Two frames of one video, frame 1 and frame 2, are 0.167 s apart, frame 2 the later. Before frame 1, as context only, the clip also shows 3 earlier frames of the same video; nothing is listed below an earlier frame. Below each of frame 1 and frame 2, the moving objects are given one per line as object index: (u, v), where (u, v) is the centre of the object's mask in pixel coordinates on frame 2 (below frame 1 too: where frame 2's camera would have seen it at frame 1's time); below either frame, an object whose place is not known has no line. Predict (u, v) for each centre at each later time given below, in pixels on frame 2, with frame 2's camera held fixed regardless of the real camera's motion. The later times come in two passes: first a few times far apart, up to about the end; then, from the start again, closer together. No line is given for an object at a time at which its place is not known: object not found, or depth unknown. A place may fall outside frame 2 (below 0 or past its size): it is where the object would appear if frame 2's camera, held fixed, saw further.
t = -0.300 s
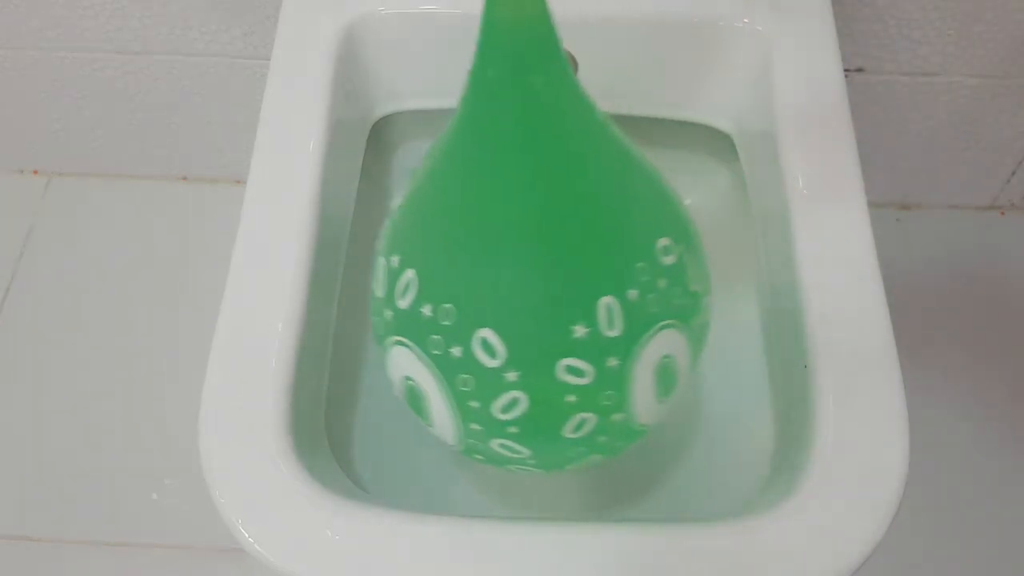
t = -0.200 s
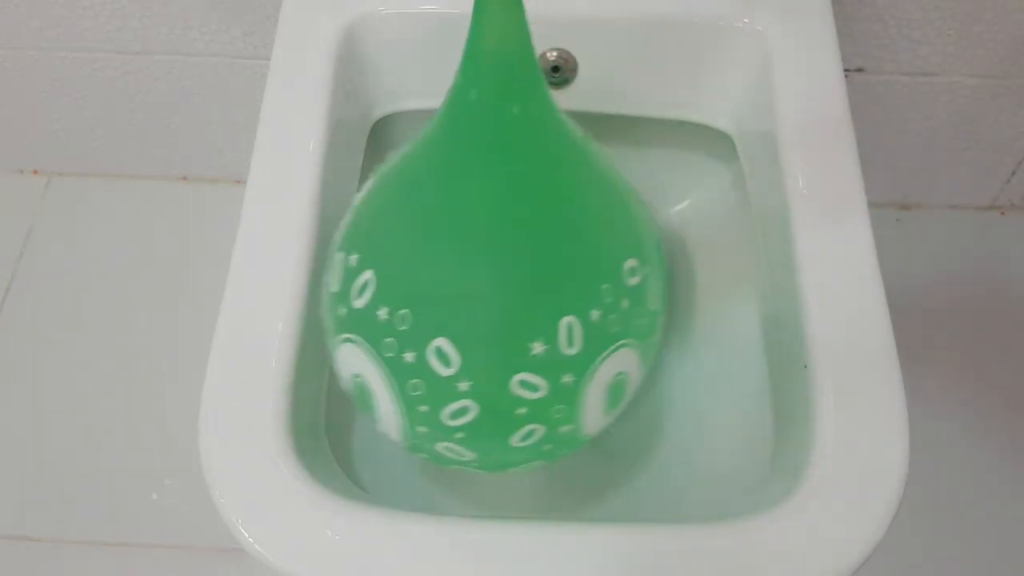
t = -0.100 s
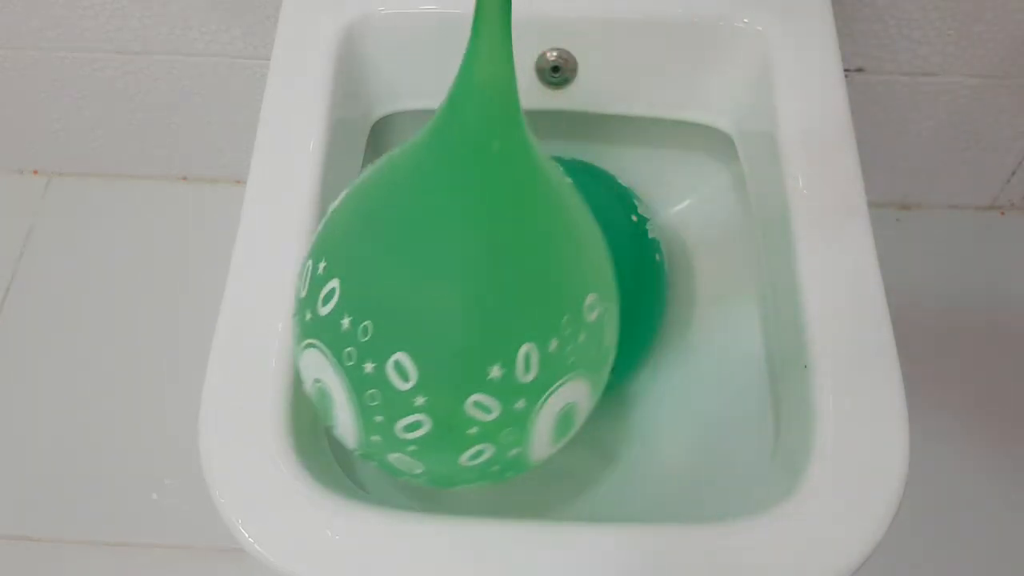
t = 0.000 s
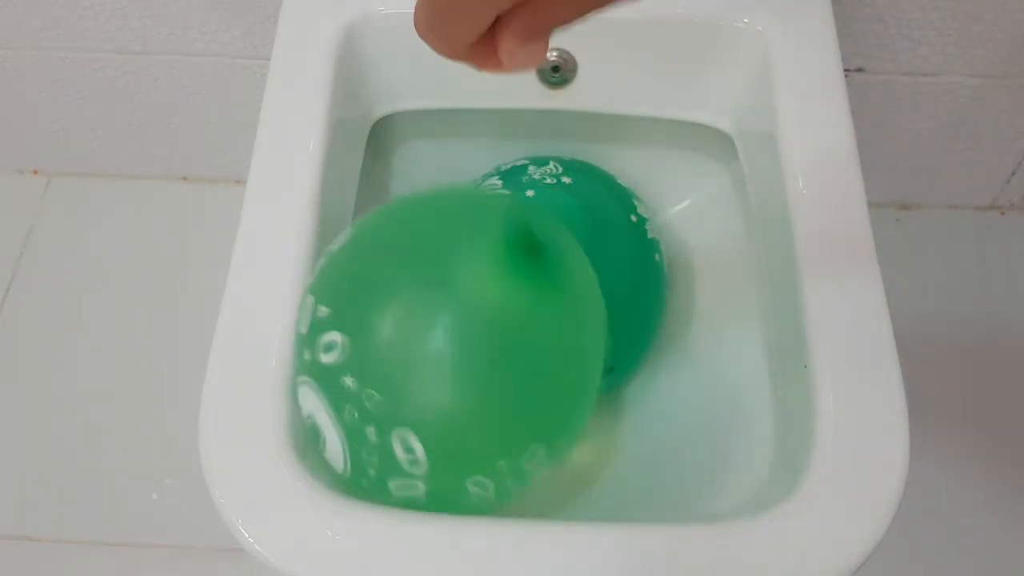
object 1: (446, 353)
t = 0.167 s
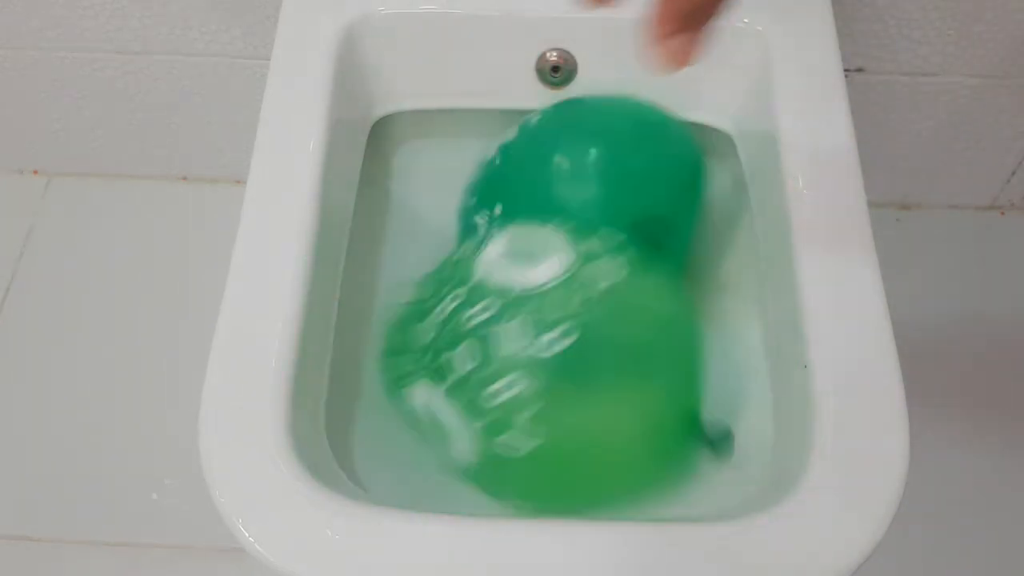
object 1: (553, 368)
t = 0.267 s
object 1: (610, 346)
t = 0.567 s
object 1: (525, 401)
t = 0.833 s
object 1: (468, 345)
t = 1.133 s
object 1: (557, 406)
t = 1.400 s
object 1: (606, 373)
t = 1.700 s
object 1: (512, 397)
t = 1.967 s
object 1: (514, 372)
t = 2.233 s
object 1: (560, 397)
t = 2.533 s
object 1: (547, 382)
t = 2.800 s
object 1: (524, 393)
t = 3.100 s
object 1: (549, 390)
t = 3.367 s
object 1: (541, 390)
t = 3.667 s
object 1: (540, 392)
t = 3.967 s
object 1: (540, 388)
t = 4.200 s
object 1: (540, 391)
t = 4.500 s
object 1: (540, 391)
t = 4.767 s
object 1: (540, 389)
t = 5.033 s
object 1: (540, 390)
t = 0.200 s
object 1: (567, 343)
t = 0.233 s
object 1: (593, 340)
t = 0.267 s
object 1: (610, 346)
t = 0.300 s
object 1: (615, 364)
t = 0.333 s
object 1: (632, 386)
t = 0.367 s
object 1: (629, 398)
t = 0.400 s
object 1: (618, 400)
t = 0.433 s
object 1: (607, 396)
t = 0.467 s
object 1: (581, 390)
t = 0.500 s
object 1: (558, 390)
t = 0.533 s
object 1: (549, 392)
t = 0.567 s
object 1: (525, 401)
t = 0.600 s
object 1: (508, 405)
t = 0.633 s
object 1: (500, 399)
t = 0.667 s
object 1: (492, 382)
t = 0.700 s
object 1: (492, 357)
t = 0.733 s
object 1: (491, 340)
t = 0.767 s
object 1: (487, 334)
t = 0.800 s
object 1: (476, 337)
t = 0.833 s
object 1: (468, 345)
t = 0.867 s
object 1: (460, 352)
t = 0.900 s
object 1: (462, 359)
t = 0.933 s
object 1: (472, 363)
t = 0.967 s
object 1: (485, 365)
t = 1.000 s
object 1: (499, 375)
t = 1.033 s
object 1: (514, 389)
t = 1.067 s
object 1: (524, 399)
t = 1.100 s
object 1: (542, 404)
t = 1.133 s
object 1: (557, 406)
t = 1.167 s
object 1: (571, 400)
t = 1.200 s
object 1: (581, 392)
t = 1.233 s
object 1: (589, 387)
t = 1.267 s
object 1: (599, 384)
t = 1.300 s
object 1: (603, 381)
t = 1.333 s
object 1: (608, 378)
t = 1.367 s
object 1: (609, 375)
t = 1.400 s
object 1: (606, 373)
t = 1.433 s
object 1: (600, 369)
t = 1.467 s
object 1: (592, 369)
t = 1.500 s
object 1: (583, 375)
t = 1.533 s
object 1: (573, 384)
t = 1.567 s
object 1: (562, 393)
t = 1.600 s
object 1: (550, 398)
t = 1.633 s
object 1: (536, 401)
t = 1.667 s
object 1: (523, 400)
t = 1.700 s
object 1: (512, 397)
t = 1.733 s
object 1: (505, 393)
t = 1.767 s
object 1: (498, 391)
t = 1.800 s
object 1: (496, 388)
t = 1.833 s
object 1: (493, 385)
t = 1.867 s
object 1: (493, 381)
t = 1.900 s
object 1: (497, 378)
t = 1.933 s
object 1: (505, 373)
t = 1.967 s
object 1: (514, 372)
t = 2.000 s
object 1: (522, 374)
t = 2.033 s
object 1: (527, 380)
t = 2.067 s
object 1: (532, 386)
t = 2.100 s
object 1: (537, 392)
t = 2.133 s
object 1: (545, 396)
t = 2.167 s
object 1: (552, 398)
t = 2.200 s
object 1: (556, 399)
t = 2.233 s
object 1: (560, 397)
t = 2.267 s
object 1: (562, 396)
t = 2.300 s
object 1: (564, 394)
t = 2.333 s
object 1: (565, 393)
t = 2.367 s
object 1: (565, 391)
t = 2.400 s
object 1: (564, 387)
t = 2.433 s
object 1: (559, 383)
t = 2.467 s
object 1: (555, 380)
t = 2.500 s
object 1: (551, 379)
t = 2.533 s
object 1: (547, 382)
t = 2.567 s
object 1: (541, 386)
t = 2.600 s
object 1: (534, 390)
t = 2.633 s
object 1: (529, 393)
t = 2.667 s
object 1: (526, 395)
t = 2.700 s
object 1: (524, 395)
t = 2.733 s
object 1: (523, 394)
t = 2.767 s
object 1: (523, 394)
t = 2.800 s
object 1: (524, 393)
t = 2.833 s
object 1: (526, 392)
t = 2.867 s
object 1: (529, 390)
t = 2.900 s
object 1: (533, 388)
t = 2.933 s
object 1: (538, 385)
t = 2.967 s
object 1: (541, 384)
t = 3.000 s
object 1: (544, 383)
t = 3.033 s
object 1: (546, 385)
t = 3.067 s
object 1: (548, 388)
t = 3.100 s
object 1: (549, 390)
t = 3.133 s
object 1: (549, 392)
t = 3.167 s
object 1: (548, 393)
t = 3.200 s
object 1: (547, 393)
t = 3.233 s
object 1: (546, 393)
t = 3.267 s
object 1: (545, 393)
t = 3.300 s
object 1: (544, 393)
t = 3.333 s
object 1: (542, 392)
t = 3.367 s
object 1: (541, 390)
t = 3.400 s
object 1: (541, 388)
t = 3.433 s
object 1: (540, 387)
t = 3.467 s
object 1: (540, 386)
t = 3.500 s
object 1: (539, 387)
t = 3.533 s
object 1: (539, 388)
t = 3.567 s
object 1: (539, 389)
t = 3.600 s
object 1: (539, 390)
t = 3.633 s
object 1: (540, 392)
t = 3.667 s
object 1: (540, 392)
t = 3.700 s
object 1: (540, 392)
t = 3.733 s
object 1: (540, 392)
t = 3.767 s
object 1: (540, 391)
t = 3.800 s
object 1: (540, 390)
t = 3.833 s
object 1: (541, 389)
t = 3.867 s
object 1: (541, 388)
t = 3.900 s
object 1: (540, 388)
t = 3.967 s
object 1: (540, 388)
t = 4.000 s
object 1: (540, 389)
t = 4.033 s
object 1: (540, 390)
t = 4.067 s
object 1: (540, 391)
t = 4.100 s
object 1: (540, 392)
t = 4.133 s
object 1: (540, 392)
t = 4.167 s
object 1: (540, 391)
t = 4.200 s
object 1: (540, 391)
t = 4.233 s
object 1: (540, 390)
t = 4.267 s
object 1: (540, 389)
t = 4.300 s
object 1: (540, 389)
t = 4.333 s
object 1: (540, 388)
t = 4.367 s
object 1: (540, 388)
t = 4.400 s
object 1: (540, 389)
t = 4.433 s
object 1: (540, 390)
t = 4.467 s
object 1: (540, 390)
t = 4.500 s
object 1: (540, 391)
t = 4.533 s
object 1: (540, 391)
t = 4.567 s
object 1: (540, 391)
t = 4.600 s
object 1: (540, 391)
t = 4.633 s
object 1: (540, 390)
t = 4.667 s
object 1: (540, 390)
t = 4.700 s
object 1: (540, 390)
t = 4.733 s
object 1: (540, 389)
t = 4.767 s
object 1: (540, 389)
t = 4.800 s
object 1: (540, 389)
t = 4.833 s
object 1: (540, 390)
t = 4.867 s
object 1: (540, 390)
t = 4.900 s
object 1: (540, 391)
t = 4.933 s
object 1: (540, 391)
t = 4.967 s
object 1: (540, 391)
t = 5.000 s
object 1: (540, 391)
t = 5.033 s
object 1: (540, 390)
